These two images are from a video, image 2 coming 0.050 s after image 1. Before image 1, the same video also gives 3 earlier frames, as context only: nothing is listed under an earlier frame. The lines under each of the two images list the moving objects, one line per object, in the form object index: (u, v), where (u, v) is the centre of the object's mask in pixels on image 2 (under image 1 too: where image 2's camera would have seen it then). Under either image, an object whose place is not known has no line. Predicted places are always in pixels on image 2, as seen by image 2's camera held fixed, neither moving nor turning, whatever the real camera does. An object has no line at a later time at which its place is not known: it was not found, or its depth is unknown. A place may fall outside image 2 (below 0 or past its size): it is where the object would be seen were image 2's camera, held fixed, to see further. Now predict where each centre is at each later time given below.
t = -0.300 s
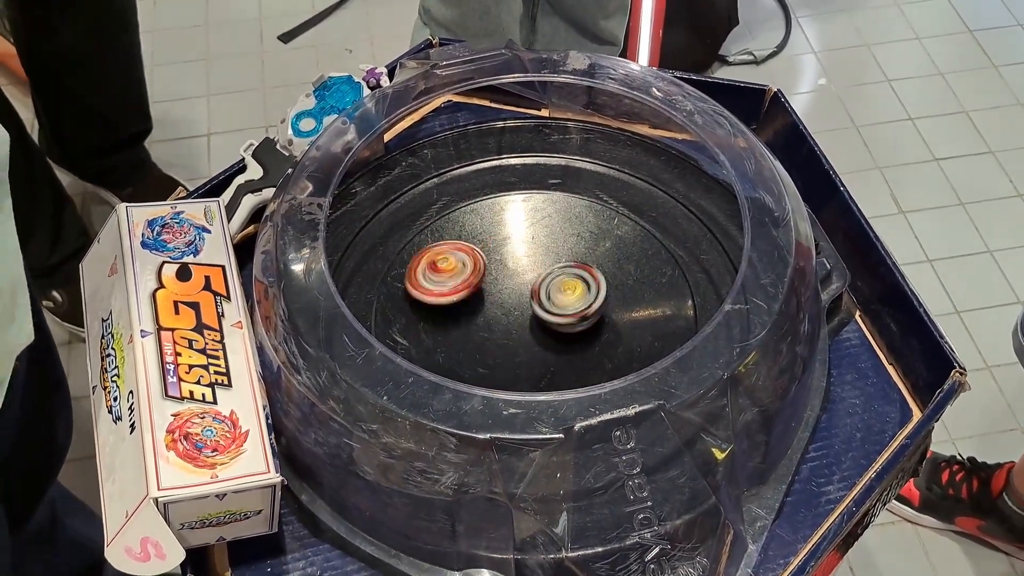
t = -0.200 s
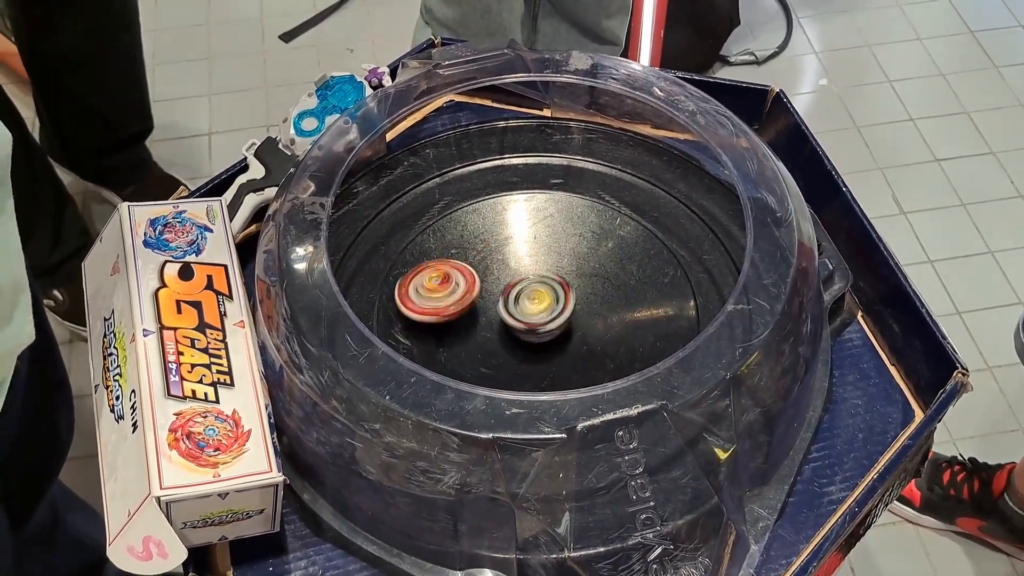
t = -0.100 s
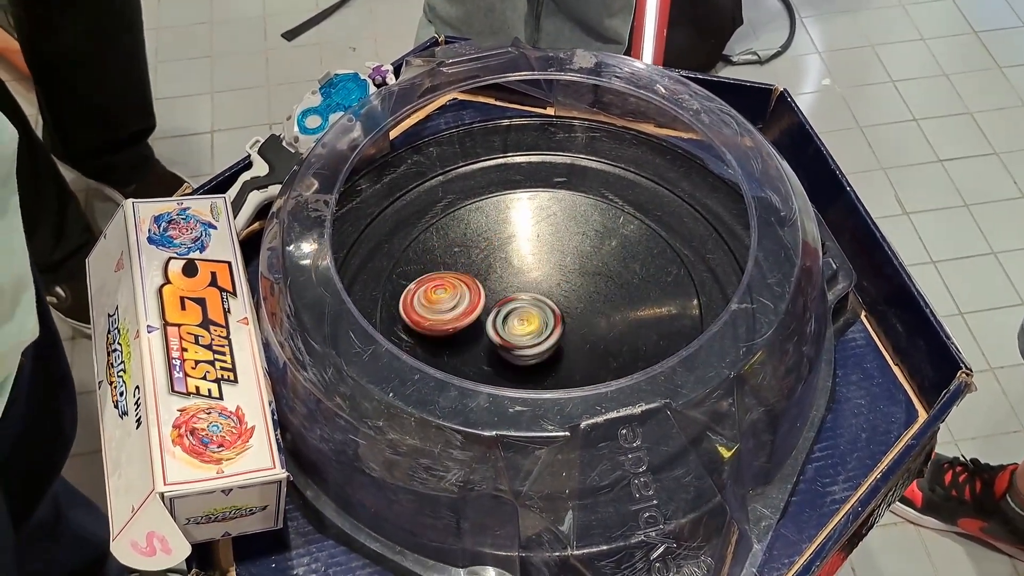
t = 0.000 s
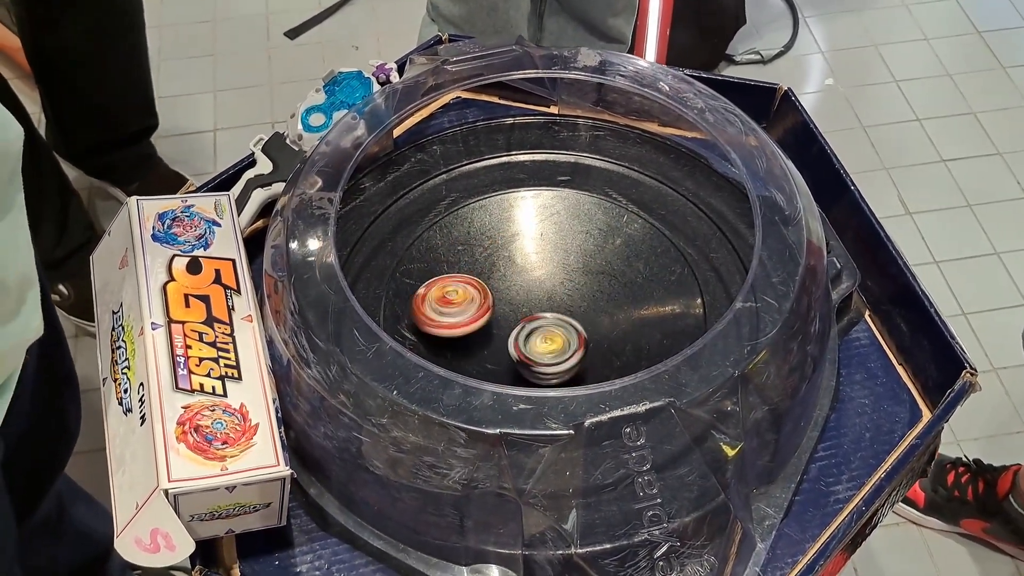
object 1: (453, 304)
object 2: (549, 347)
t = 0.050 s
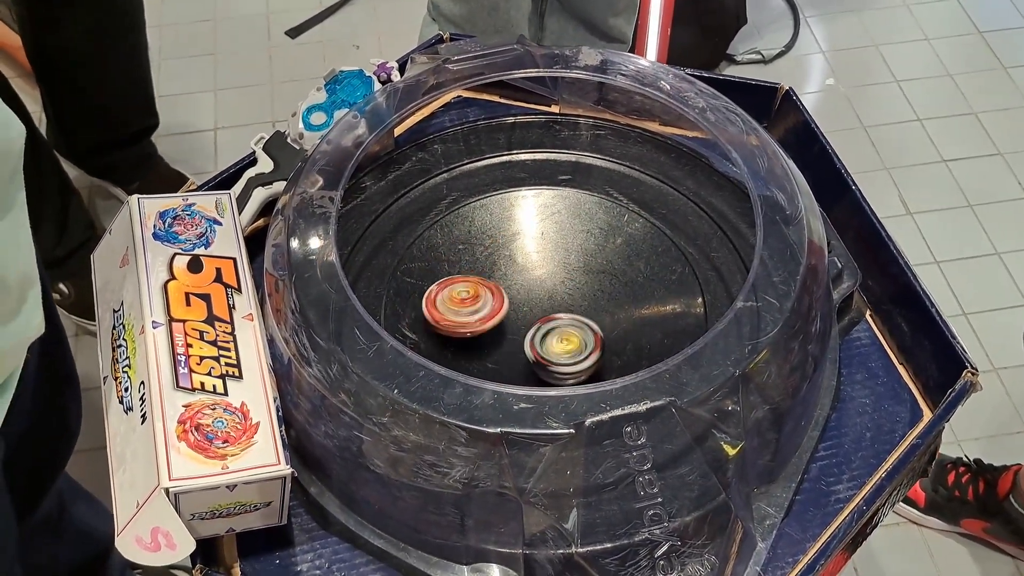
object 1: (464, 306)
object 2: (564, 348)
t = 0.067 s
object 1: (469, 306)
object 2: (569, 347)
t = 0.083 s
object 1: (474, 305)
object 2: (573, 345)
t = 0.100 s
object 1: (479, 304)
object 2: (577, 342)
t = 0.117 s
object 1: (486, 303)
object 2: (580, 338)
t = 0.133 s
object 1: (492, 302)
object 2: (582, 333)
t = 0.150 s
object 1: (498, 301)
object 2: (584, 328)
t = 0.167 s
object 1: (505, 299)
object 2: (583, 323)
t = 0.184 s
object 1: (508, 298)
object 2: (587, 318)
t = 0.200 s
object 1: (507, 293)
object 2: (593, 314)
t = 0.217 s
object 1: (508, 289)
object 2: (599, 310)
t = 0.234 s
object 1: (508, 286)
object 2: (603, 305)
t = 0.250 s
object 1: (510, 284)
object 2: (605, 301)
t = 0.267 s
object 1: (512, 281)
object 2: (607, 297)
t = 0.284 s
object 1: (515, 280)
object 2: (607, 292)
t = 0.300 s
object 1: (518, 279)
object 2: (605, 288)
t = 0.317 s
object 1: (521, 278)
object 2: (603, 284)
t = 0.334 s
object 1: (522, 278)
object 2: (603, 280)
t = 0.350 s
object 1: (511, 277)
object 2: (615, 276)
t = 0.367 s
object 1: (499, 277)
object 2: (626, 272)
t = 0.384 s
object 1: (488, 275)
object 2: (636, 269)
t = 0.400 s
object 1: (480, 276)
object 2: (644, 265)
